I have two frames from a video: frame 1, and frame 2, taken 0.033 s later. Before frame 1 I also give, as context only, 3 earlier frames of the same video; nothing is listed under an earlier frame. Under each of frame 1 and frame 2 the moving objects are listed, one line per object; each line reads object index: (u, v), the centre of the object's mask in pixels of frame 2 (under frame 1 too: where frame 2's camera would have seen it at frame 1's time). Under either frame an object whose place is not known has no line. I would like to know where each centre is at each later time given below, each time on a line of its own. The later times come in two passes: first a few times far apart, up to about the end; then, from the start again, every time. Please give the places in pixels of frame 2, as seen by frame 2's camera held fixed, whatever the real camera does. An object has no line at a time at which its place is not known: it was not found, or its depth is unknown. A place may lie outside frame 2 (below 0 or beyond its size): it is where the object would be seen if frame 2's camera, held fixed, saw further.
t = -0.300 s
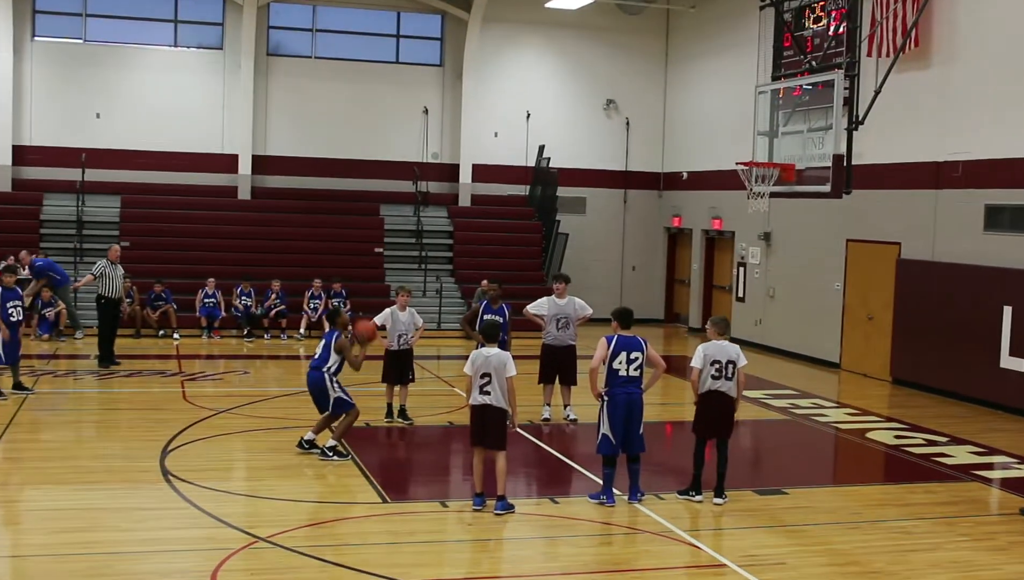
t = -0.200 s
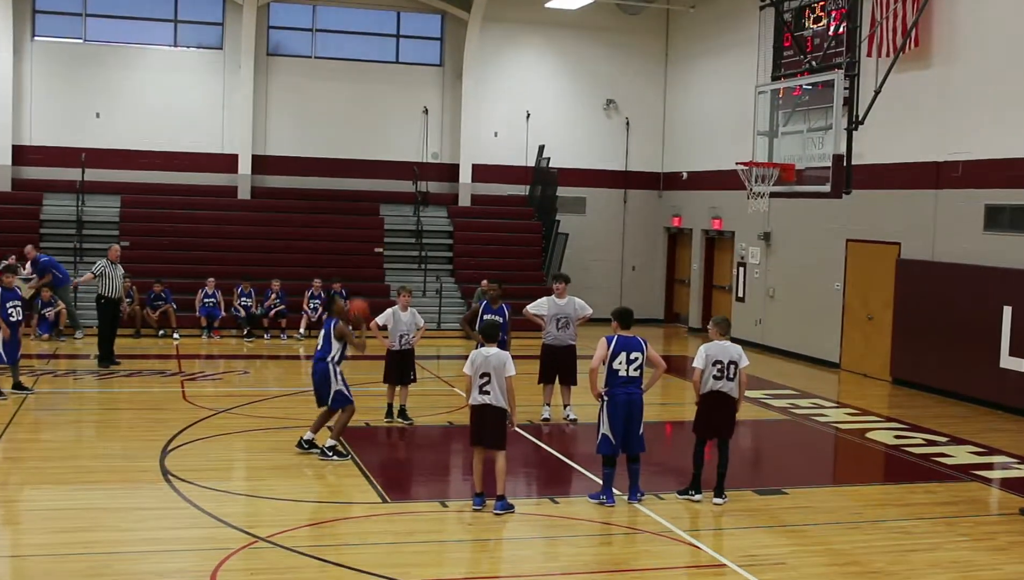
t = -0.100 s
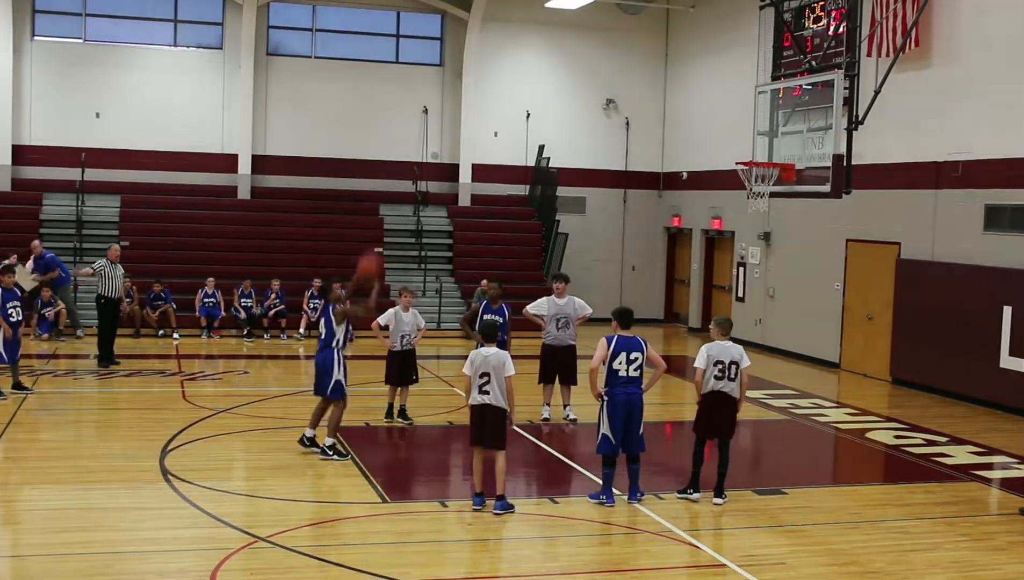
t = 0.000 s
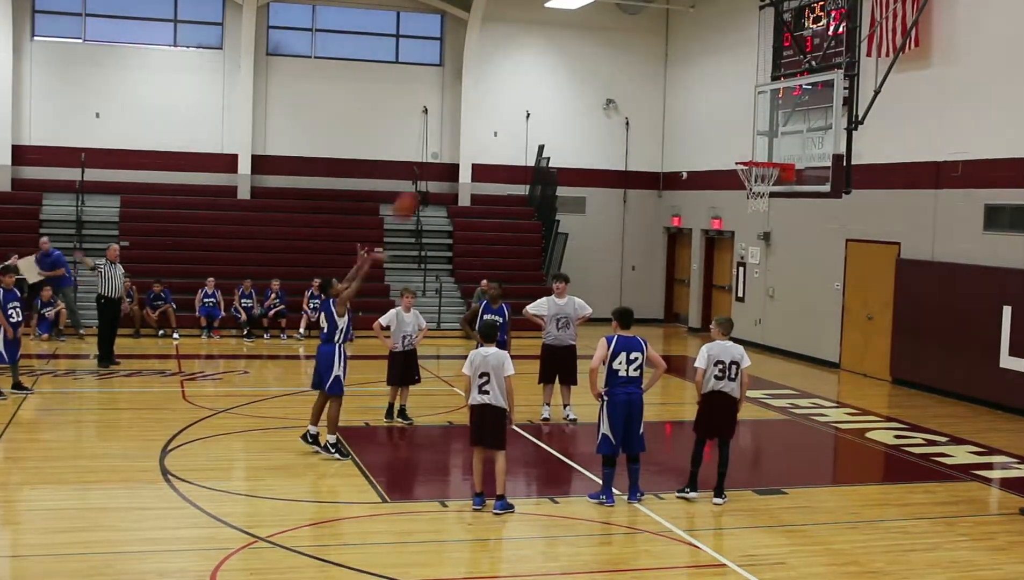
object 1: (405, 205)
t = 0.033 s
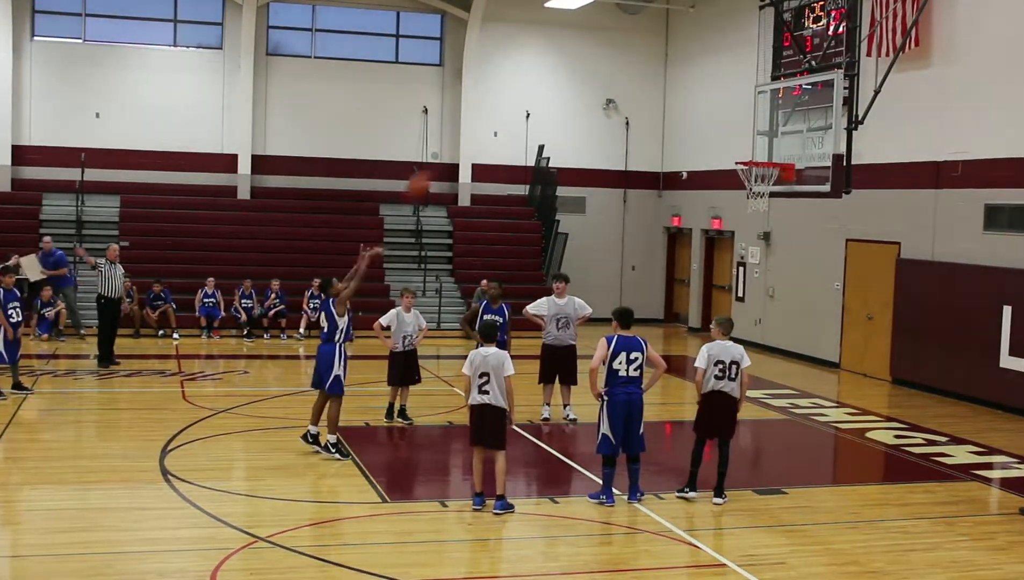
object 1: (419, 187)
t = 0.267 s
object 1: (503, 90)
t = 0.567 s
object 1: (605, 45)
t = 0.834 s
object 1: (687, 76)
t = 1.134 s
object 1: (771, 186)
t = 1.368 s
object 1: (765, 269)
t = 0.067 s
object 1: (428, 171)
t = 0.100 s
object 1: (444, 153)
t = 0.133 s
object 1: (455, 139)
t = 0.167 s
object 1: (467, 125)
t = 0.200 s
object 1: (480, 112)
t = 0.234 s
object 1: (492, 101)
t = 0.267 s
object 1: (503, 90)
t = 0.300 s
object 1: (515, 80)
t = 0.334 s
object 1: (527, 72)
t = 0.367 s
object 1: (538, 65)
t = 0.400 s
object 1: (550, 59)
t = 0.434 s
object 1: (561, 54)
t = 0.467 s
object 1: (572, 50)
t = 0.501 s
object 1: (583, 47)
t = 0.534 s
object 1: (594, 45)
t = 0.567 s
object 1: (605, 45)
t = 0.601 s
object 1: (616, 45)
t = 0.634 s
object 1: (626, 46)
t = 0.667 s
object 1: (636, 49)
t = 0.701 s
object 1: (646, 52)
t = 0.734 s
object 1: (657, 57)
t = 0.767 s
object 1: (667, 62)
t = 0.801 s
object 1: (677, 69)
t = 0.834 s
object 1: (687, 76)
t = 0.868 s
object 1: (697, 85)
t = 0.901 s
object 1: (707, 95)
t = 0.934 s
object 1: (717, 105)
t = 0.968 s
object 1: (727, 117)
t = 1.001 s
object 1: (736, 129)
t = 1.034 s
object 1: (745, 143)
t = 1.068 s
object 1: (754, 155)
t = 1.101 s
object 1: (762, 173)
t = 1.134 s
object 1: (771, 186)
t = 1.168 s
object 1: (775, 196)
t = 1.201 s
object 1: (775, 205)
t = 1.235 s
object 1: (773, 215)
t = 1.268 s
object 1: (771, 227)
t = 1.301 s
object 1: (769, 239)
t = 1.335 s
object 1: (767, 253)
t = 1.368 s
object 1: (765, 269)
